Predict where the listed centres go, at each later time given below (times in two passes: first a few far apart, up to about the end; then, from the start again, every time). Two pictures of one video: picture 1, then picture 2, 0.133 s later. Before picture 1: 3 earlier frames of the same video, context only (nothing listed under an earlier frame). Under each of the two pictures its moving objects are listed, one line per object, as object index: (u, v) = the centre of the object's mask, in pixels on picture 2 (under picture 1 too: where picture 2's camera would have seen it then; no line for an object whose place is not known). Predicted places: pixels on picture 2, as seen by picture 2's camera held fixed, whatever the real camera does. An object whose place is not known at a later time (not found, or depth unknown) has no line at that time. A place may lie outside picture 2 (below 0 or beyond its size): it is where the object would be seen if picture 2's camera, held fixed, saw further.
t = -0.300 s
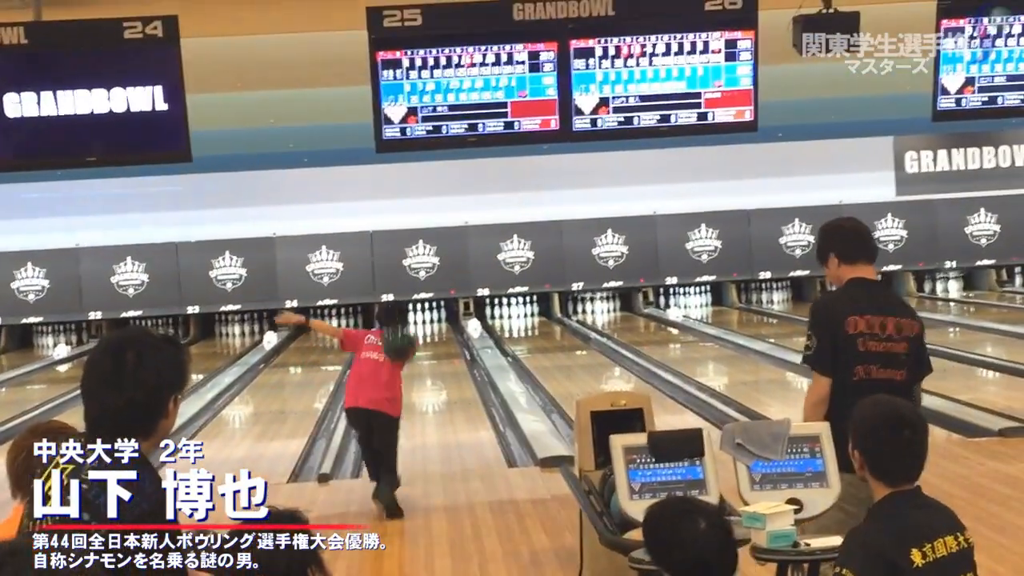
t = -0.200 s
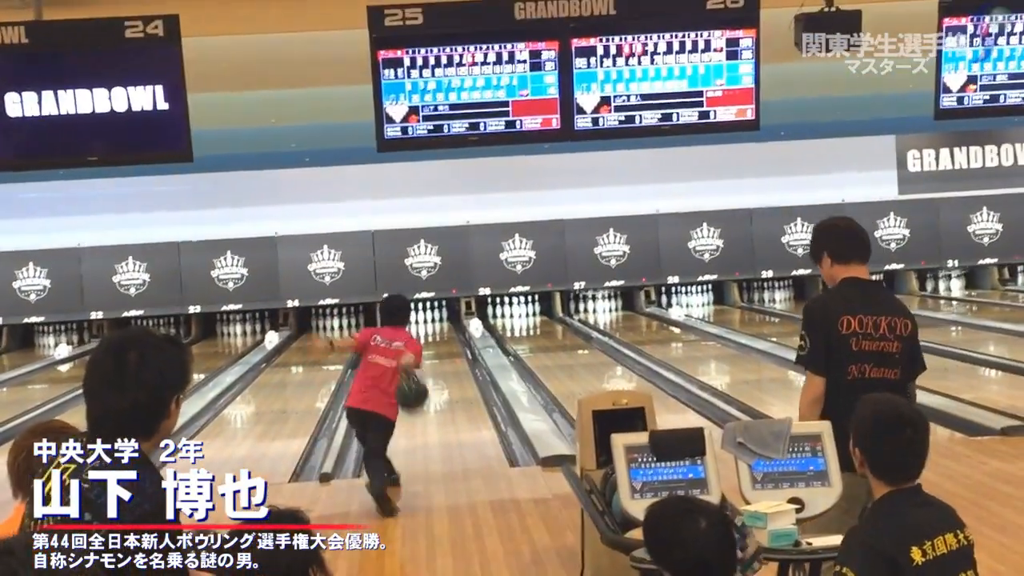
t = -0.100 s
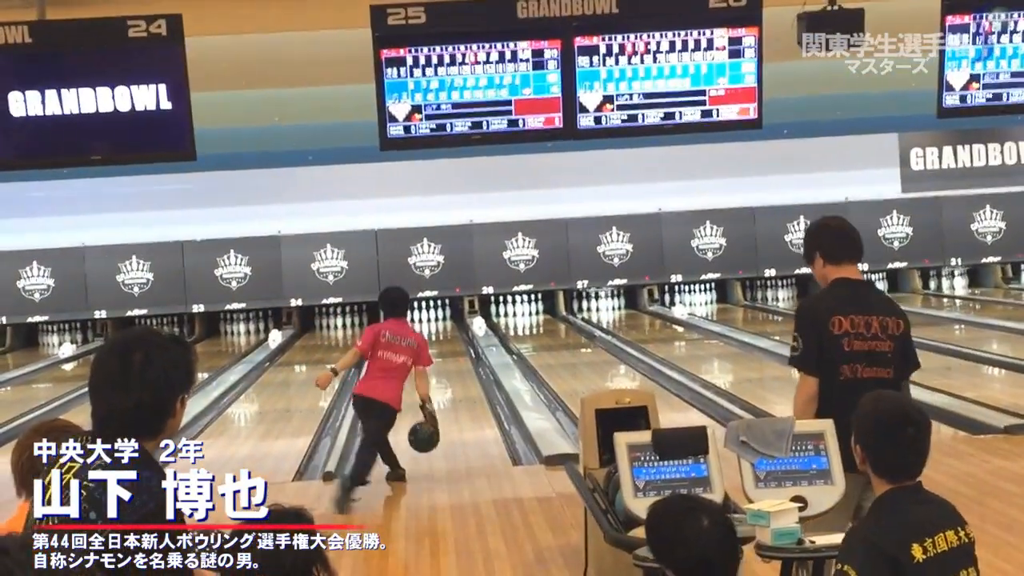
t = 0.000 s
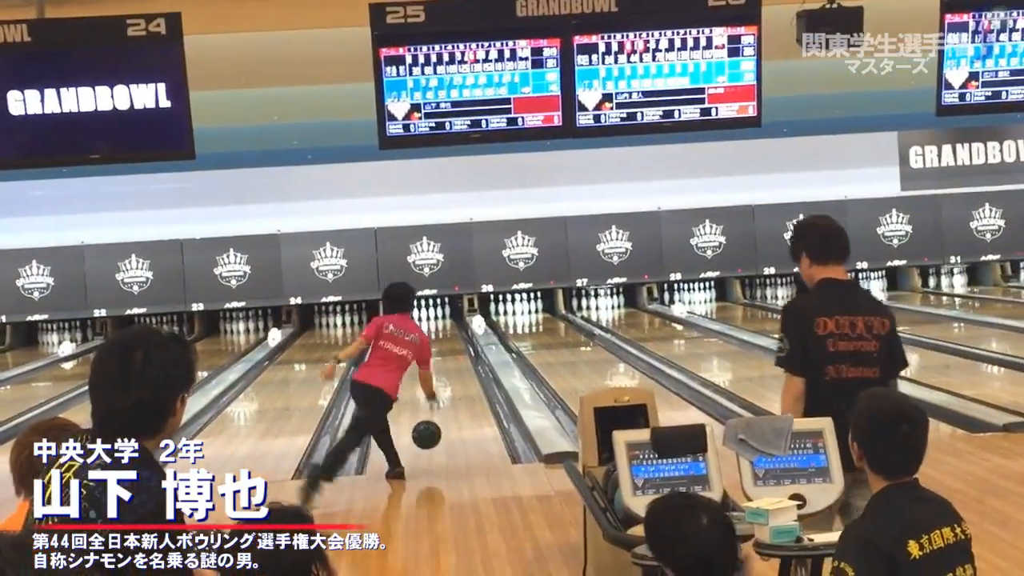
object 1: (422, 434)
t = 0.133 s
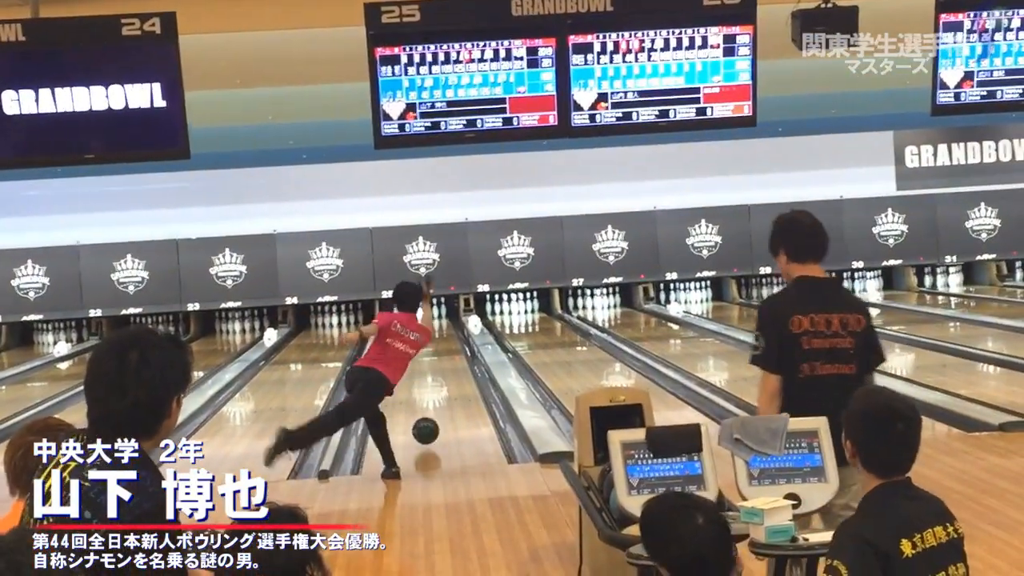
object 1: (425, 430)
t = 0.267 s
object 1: (428, 417)
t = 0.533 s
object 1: (430, 391)
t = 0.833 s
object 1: (432, 369)
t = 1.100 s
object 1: (433, 354)
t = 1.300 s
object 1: (433, 346)
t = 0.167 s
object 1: (426, 429)
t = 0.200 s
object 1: (426, 424)
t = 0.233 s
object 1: (427, 421)
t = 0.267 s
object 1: (428, 417)
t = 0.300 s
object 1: (428, 413)
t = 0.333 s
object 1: (429, 409)
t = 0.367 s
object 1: (429, 406)
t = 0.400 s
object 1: (429, 403)
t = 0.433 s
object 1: (430, 400)
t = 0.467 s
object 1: (430, 396)
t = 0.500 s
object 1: (430, 393)
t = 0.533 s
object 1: (430, 391)
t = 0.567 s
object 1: (431, 388)
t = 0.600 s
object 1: (431, 385)
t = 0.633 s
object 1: (431, 383)
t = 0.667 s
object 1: (431, 381)
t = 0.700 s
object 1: (432, 378)
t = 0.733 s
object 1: (432, 376)
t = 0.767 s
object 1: (432, 373)
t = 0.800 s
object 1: (432, 372)
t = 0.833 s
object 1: (432, 369)
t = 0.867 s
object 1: (433, 367)
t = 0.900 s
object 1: (433, 364)
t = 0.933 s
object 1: (433, 363)
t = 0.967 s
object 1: (433, 361)
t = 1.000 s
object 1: (433, 359)
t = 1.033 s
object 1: (433, 358)
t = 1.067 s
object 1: (433, 356)
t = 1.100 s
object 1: (433, 354)
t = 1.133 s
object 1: (433, 353)
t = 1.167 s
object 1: (433, 351)
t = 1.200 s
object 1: (433, 349)
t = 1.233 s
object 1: (432, 348)
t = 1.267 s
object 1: (432, 347)
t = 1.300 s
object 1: (433, 346)
